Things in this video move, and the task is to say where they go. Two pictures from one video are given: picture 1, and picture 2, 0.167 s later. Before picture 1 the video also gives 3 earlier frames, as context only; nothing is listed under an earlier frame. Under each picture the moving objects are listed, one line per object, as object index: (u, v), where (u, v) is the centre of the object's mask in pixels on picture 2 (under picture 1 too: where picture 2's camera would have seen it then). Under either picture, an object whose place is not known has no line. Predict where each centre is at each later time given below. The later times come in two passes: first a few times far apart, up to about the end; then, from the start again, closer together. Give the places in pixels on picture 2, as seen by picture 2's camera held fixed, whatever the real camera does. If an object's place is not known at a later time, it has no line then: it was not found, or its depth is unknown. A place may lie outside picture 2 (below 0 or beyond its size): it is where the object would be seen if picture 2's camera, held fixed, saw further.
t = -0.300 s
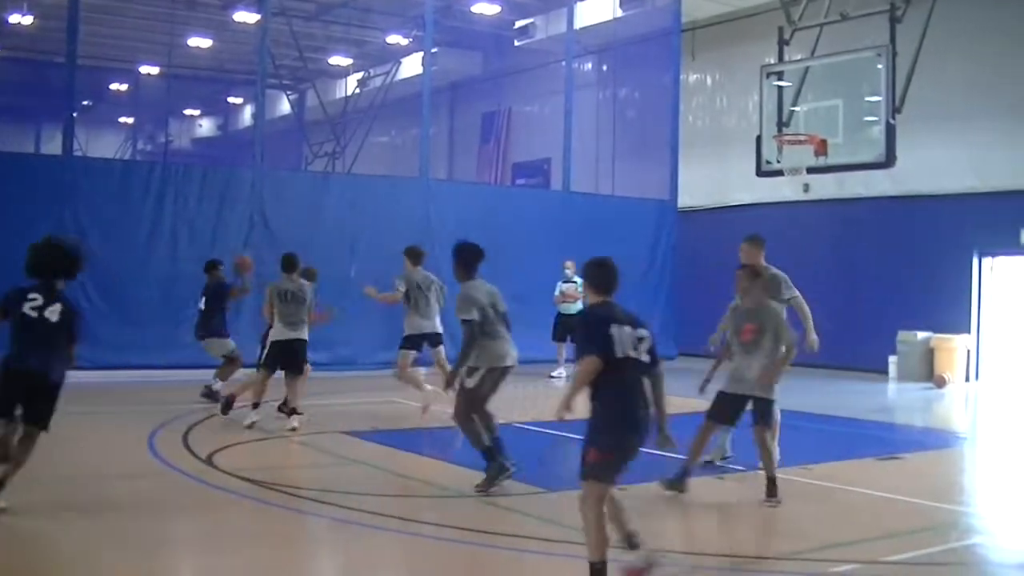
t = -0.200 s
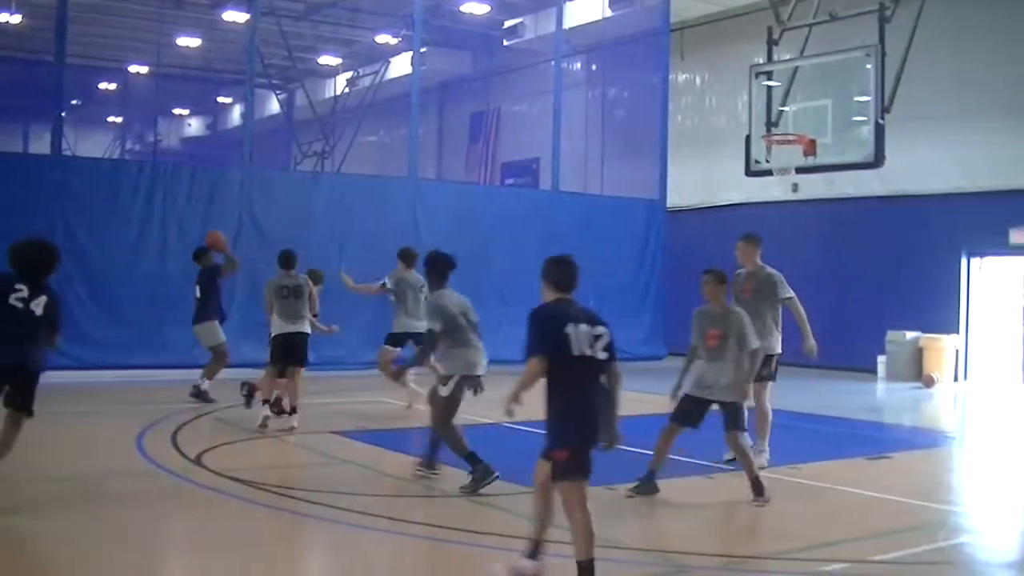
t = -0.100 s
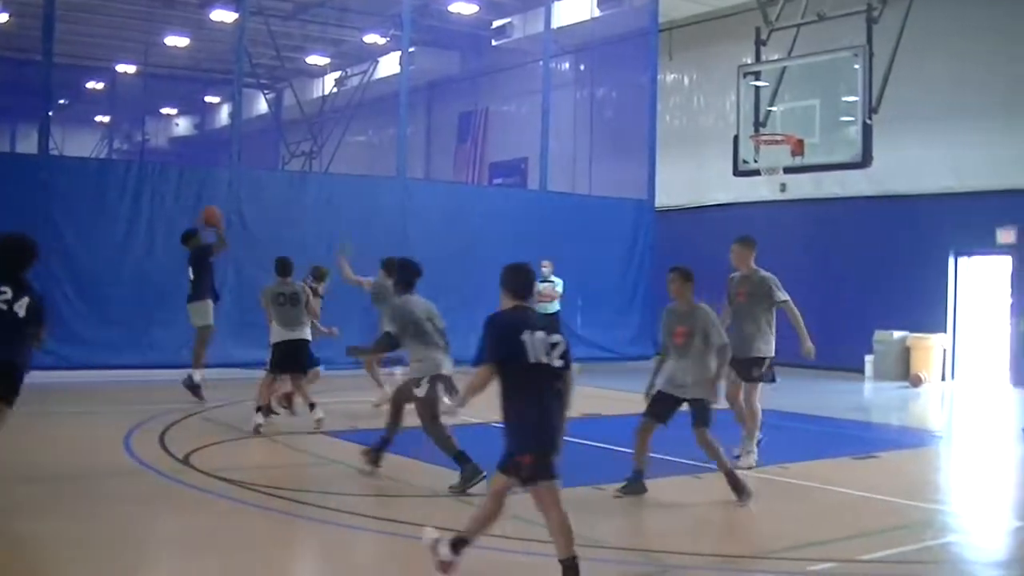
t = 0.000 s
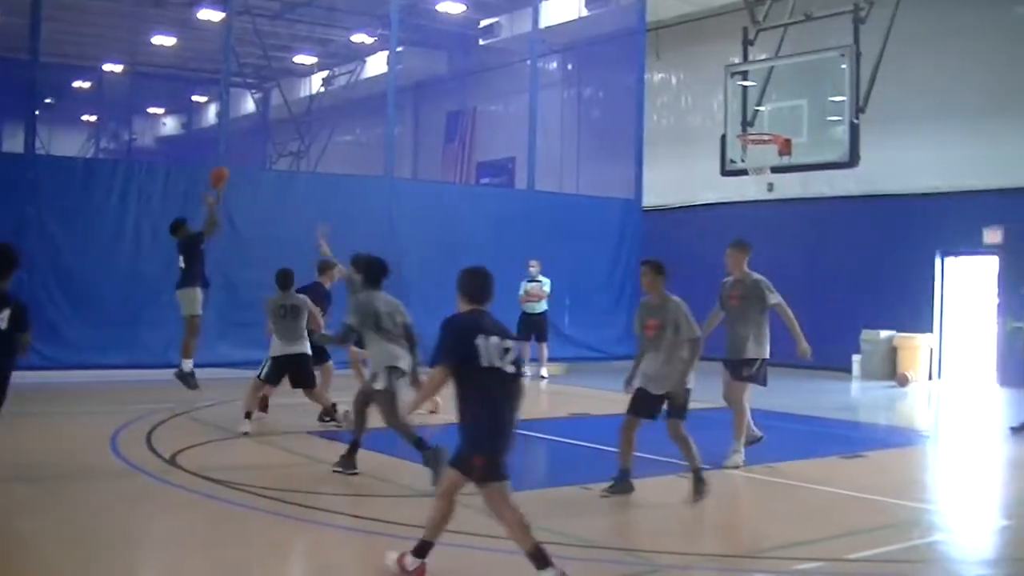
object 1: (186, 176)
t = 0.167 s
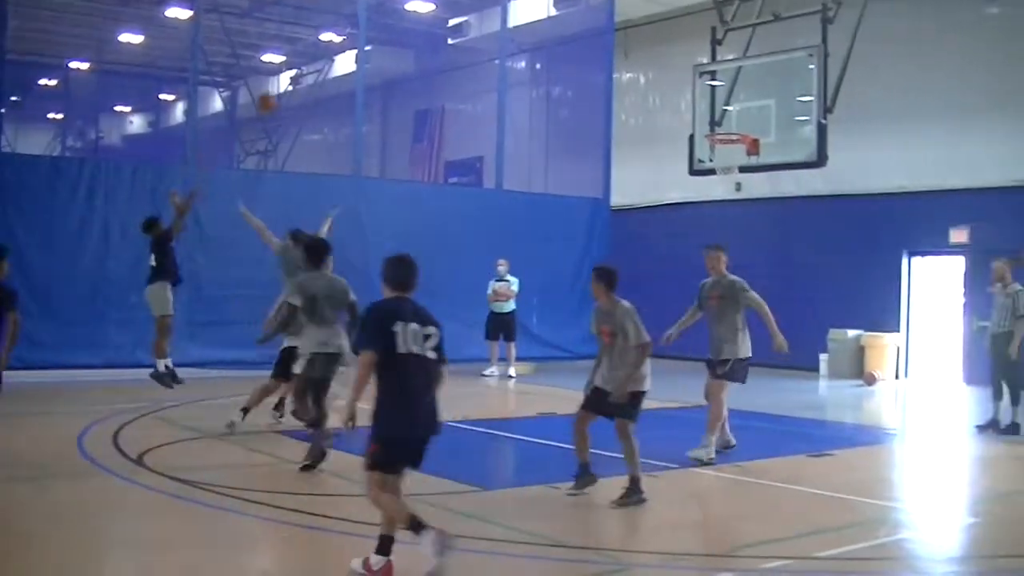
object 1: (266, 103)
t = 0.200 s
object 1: (283, 92)
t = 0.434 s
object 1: (398, 38)
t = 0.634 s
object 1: (499, 25)
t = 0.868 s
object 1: (620, 55)
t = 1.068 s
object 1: (723, 121)
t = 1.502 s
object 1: (752, 34)
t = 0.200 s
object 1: (283, 92)
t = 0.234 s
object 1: (299, 81)
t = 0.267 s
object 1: (316, 72)
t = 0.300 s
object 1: (332, 62)
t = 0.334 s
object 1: (350, 55)
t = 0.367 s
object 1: (365, 48)
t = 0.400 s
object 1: (382, 42)
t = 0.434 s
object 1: (398, 38)
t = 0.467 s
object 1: (416, 33)
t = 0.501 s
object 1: (432, 31)
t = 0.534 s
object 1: (448, 27)
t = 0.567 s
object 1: (464, 26)
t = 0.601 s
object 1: (482, 24)
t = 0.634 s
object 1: (499, 25)
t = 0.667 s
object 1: (516, 26)
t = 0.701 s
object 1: (533, 29)
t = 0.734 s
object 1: (550, 32)
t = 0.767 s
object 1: (568, 36)
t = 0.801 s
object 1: (586, 41)
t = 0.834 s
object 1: (601, 46)
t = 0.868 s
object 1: (620, 55)
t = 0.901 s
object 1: (637, 64)
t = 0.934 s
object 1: (655, 74)
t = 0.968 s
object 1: (672, 84)
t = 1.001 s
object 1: (687, 94)
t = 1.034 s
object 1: (706, 107)
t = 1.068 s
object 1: (723, 121)
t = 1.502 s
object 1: (752, 34)
